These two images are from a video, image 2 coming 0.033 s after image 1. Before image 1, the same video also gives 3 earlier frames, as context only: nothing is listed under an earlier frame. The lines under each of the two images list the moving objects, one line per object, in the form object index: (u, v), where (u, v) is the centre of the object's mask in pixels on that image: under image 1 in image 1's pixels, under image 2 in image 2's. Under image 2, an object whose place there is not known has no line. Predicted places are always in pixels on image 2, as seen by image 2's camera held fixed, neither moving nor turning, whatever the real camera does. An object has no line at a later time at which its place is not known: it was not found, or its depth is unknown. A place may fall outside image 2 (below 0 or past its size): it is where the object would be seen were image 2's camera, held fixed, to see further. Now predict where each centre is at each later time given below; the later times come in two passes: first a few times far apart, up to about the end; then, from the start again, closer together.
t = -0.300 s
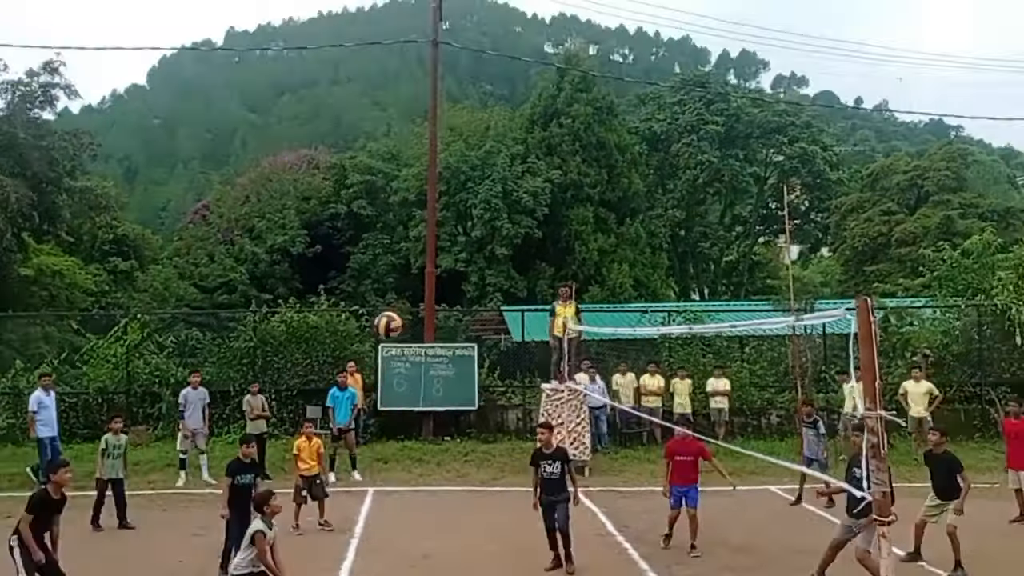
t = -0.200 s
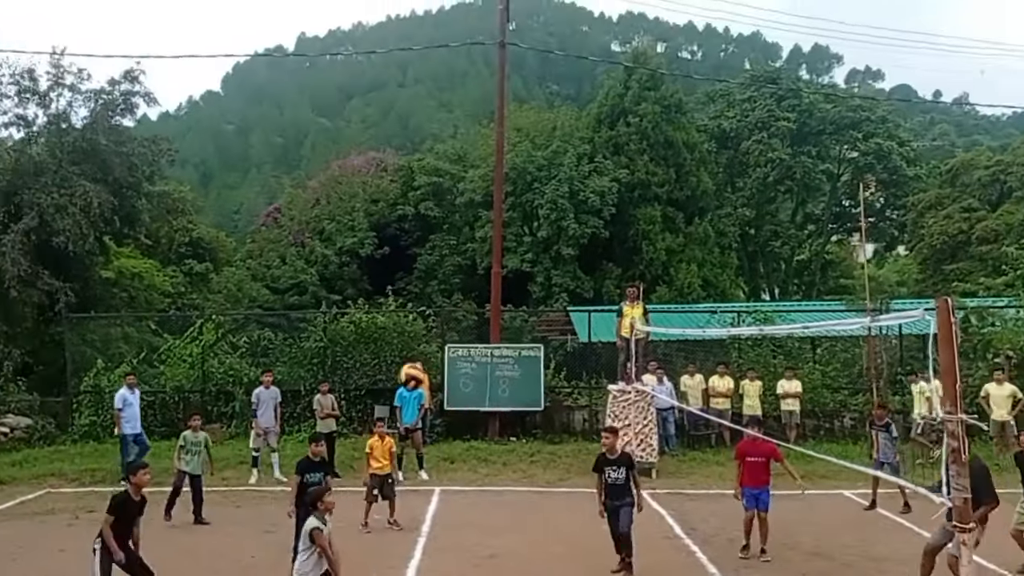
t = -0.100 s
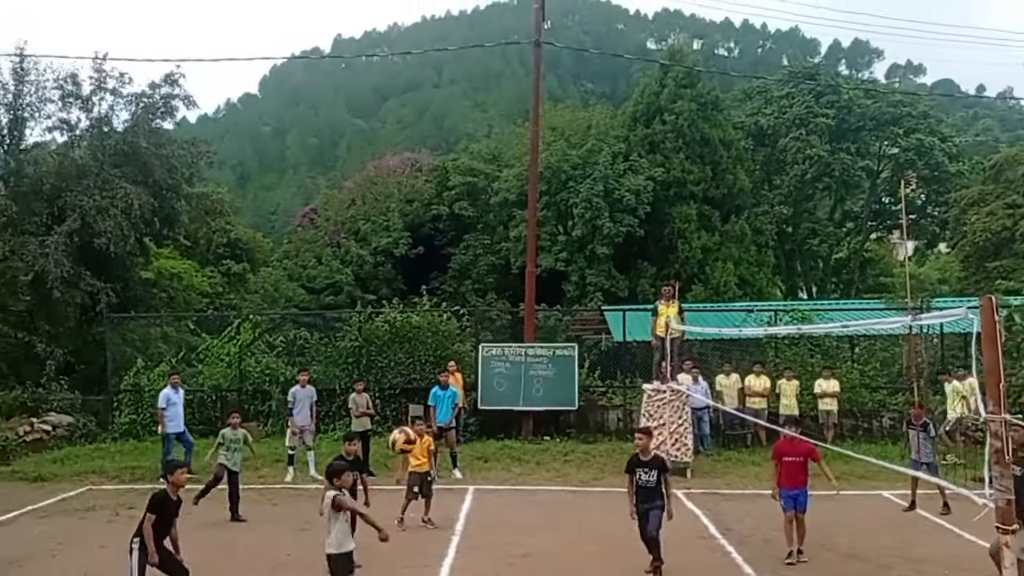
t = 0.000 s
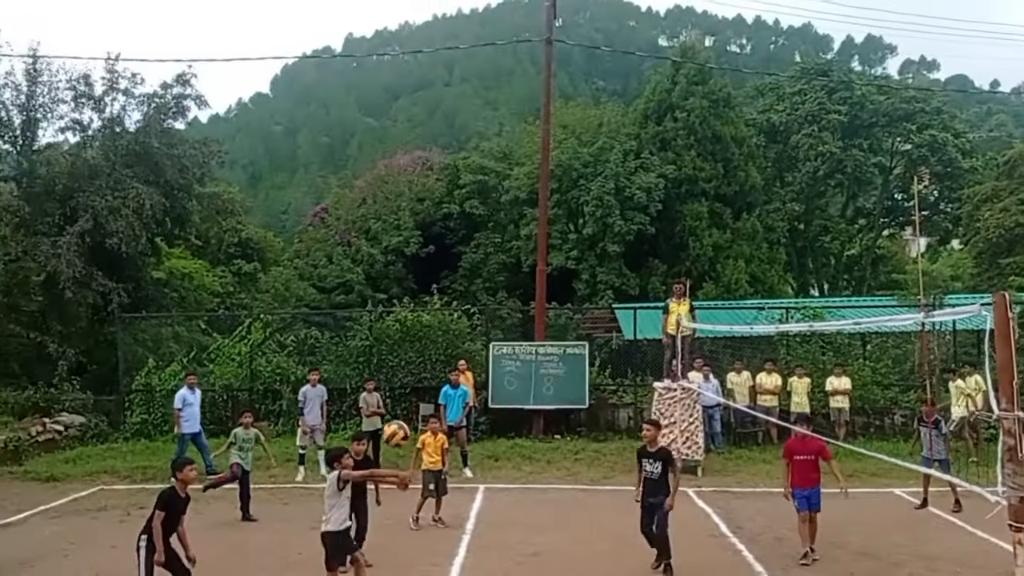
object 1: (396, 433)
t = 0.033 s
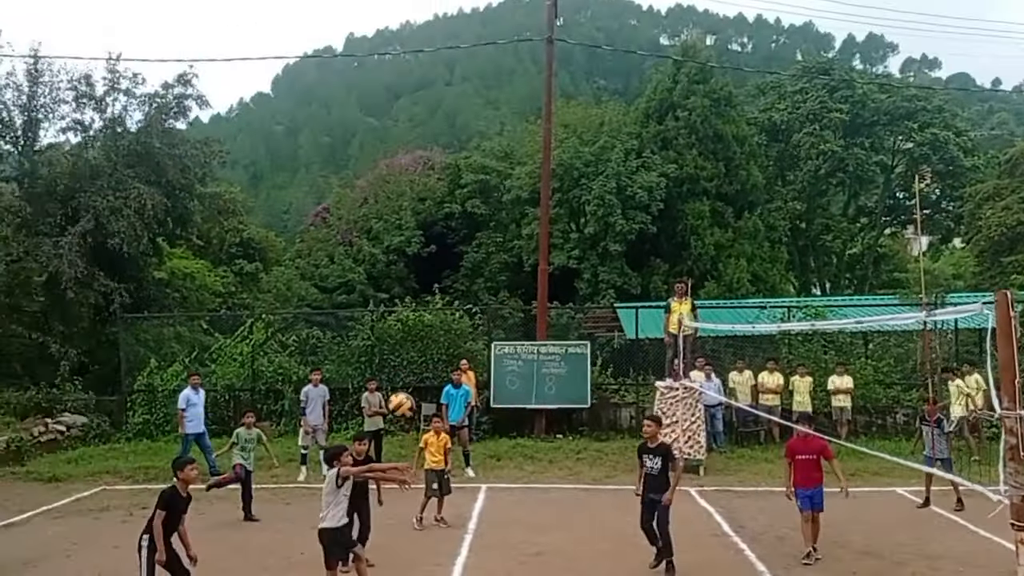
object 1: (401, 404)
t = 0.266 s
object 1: (422, 257)
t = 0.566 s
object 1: (446, 173)
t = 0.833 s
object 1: (472, 186)
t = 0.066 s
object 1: (404, 379)
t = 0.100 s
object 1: (407, 354)
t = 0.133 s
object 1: (410, 331)
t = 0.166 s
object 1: (413, 309)
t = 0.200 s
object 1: (417, 290)
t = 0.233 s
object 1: (419, 273)
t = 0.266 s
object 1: (422, 257)
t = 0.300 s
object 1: (425, 242)
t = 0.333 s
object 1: (428, 229)
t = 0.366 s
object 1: (431, 217)
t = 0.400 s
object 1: (433, 206)
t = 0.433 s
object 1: (437, 196)
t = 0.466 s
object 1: (438, 190)
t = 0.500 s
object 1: (440, 183)
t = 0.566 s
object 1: (446, 173)
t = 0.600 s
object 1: (449, 171)
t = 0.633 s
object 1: (452, 170)
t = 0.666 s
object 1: (454, 170)
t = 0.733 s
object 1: (463, 173)
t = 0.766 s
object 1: (465, 176)
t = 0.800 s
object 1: (469, 181)
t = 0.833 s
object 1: (472, 186)
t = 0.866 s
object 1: (474, 194)
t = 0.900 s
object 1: (476, 202)
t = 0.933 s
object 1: (479, 210)
